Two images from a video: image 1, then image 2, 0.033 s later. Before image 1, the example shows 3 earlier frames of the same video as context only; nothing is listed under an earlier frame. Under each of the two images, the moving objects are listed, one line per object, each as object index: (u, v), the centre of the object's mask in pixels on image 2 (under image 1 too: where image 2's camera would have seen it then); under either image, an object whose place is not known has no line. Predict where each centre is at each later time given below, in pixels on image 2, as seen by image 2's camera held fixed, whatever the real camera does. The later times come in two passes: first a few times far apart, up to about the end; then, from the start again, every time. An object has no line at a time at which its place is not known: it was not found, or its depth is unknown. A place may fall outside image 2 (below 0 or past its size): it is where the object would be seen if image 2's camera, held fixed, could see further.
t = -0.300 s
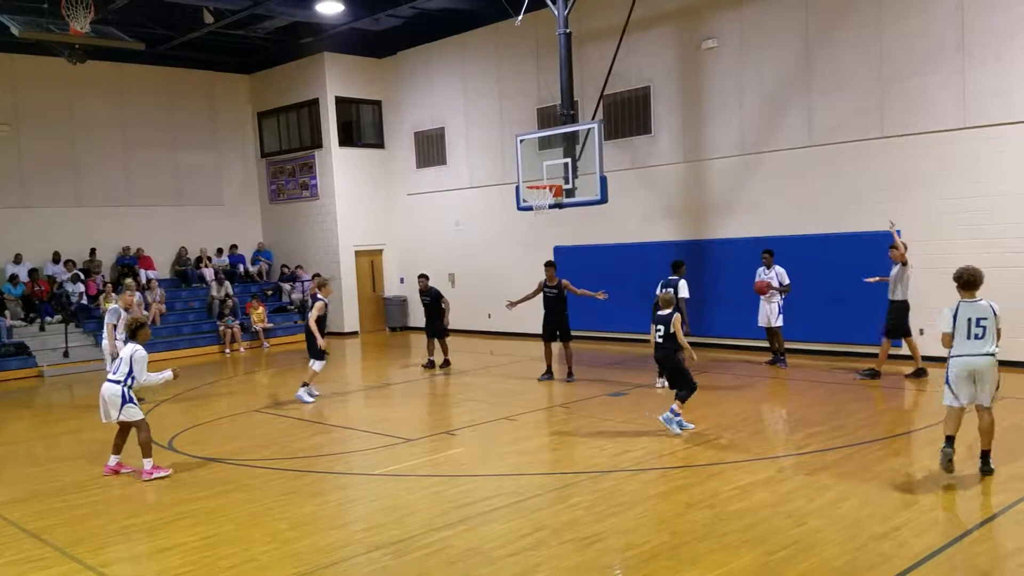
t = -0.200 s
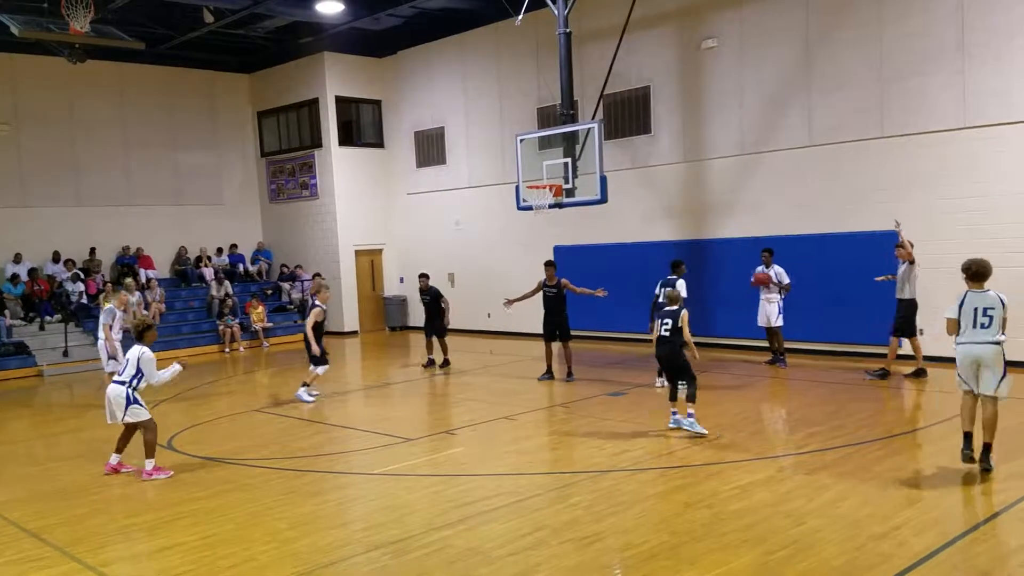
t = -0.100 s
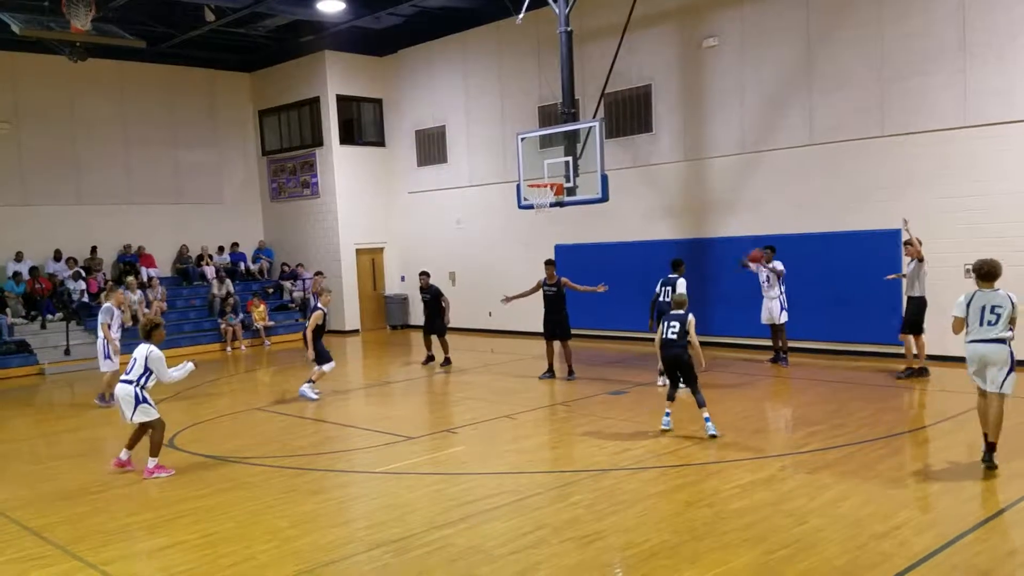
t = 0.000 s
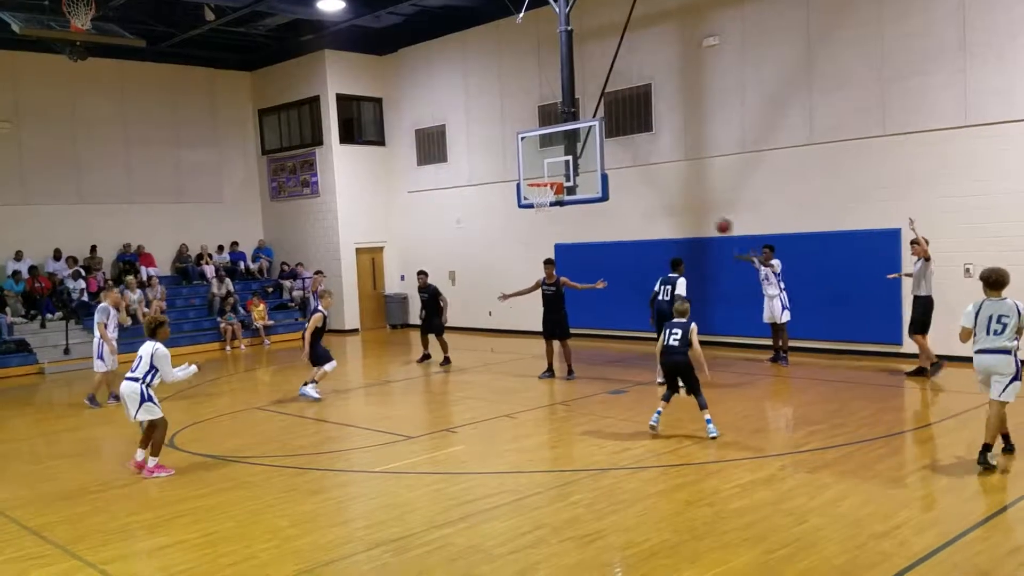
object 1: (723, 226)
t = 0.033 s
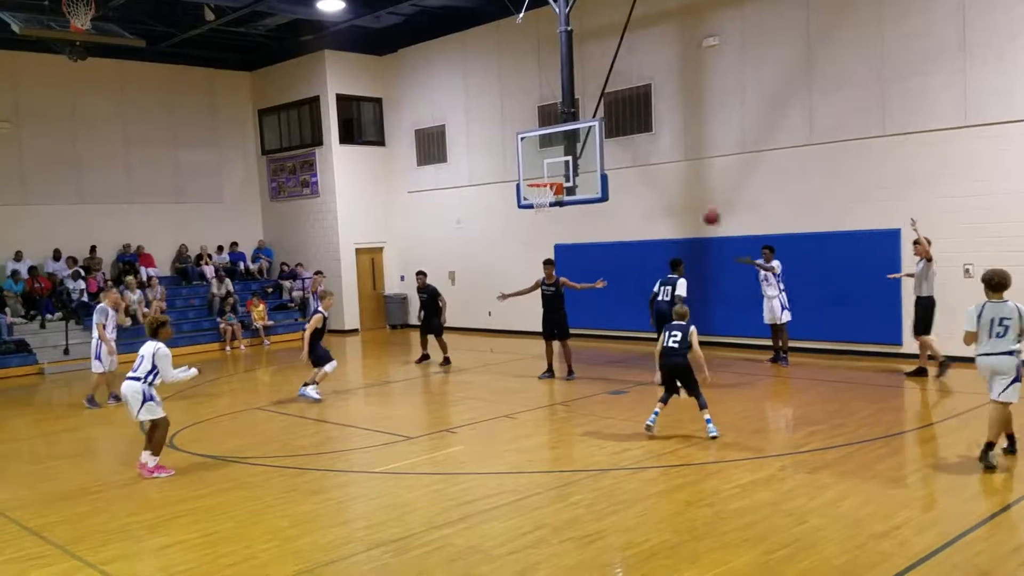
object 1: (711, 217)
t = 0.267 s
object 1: (624, 171)
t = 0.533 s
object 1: (507, 160)
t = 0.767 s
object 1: (389, 199)
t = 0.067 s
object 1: (700, 210)
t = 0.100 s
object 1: (688, 201)
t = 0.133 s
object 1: (675, 194)
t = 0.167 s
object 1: (663, 187)
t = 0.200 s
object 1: (650, 181)
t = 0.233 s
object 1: (637, 176)
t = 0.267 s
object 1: (624, 171)
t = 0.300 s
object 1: (611, 167)
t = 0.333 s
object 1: (597, 164)
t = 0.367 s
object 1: (583, 160)
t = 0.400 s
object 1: (568, 158)
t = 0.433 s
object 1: (553, 158)
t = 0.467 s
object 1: (538, 157)
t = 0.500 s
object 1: (523, 159)
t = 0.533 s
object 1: (507, 160)
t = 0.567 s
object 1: (492, 162)
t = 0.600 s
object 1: (475, 166)
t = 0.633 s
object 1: (459, 170)
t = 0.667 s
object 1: (442, 176)
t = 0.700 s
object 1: (425, 182)
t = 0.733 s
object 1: (407, 190)
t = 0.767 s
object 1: (389, 199)
